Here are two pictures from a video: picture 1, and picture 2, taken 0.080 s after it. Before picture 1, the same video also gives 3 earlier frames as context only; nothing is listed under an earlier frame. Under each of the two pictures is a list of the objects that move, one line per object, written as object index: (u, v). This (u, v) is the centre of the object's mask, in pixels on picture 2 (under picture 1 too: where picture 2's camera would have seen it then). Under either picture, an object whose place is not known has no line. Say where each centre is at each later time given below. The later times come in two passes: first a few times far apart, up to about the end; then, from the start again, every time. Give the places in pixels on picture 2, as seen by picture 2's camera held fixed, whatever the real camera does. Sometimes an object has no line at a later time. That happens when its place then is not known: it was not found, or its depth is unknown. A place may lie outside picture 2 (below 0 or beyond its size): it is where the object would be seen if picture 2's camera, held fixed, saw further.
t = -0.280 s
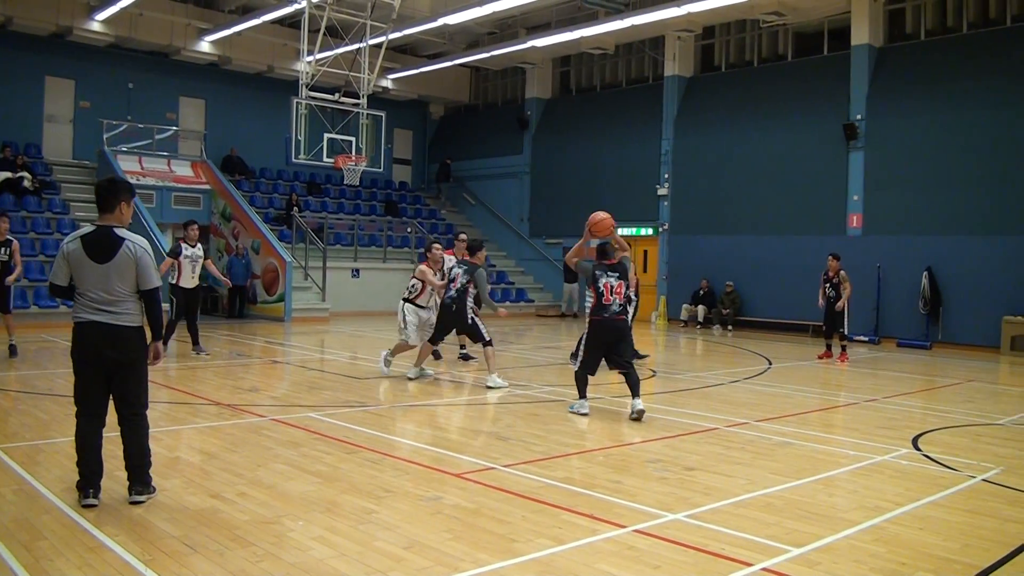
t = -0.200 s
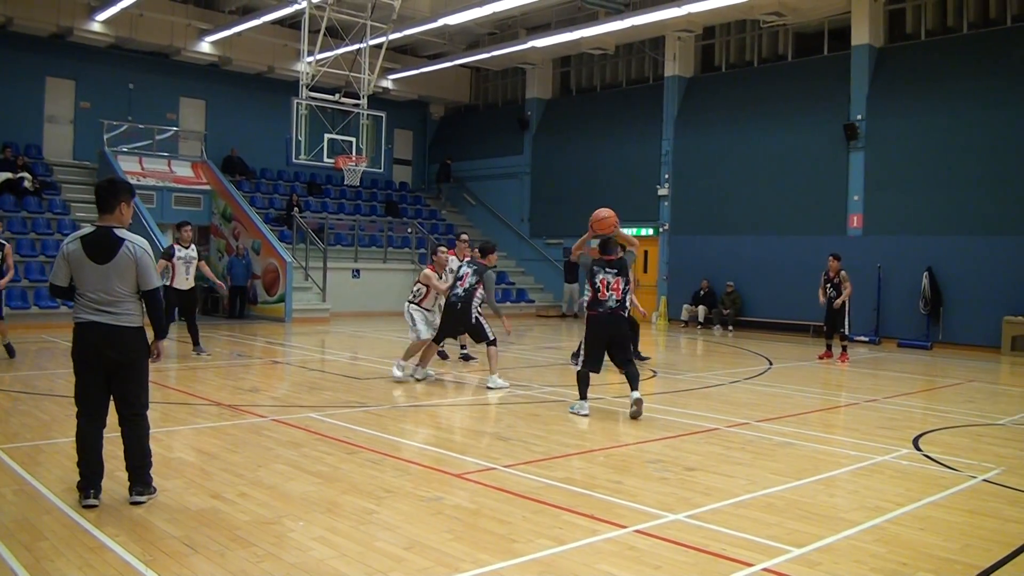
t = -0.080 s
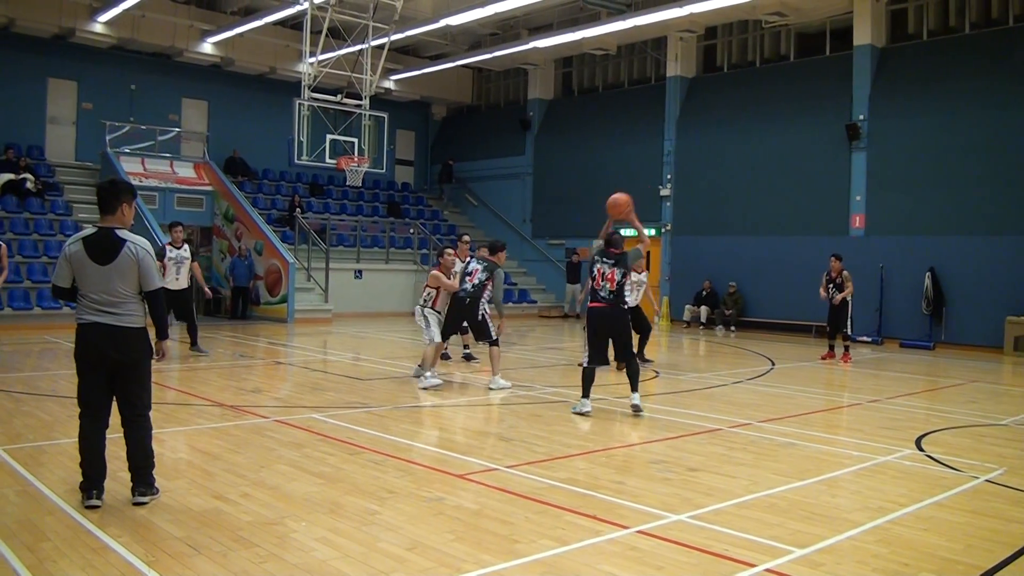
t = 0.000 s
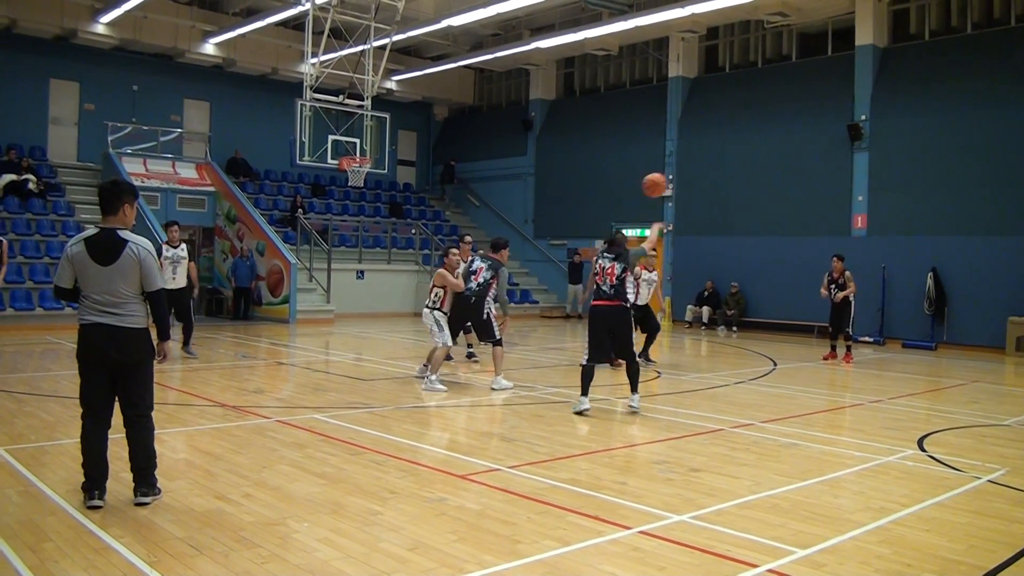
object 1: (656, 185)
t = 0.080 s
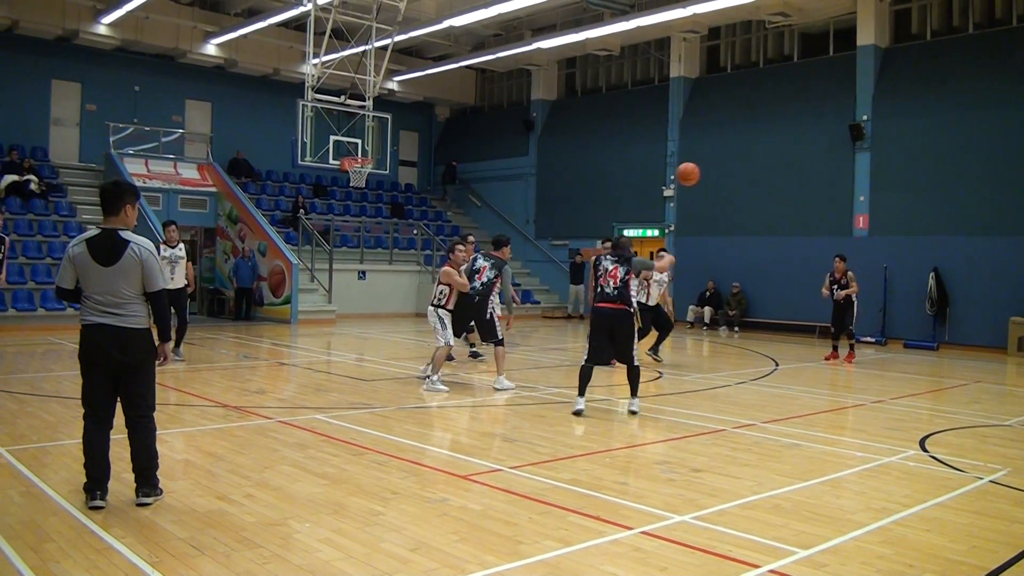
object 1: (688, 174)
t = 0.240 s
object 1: (740, 171)
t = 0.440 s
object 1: (791, 196)
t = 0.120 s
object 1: (702, 171)
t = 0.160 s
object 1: (715, 170)
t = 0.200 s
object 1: (728, 170)
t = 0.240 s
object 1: (740, 171)
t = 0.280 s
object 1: (751, 174)
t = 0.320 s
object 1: (762, 178)
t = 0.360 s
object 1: (772, 183)
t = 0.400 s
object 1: (782, 189)
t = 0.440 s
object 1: (791, 196)
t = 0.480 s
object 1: (800, 204)
